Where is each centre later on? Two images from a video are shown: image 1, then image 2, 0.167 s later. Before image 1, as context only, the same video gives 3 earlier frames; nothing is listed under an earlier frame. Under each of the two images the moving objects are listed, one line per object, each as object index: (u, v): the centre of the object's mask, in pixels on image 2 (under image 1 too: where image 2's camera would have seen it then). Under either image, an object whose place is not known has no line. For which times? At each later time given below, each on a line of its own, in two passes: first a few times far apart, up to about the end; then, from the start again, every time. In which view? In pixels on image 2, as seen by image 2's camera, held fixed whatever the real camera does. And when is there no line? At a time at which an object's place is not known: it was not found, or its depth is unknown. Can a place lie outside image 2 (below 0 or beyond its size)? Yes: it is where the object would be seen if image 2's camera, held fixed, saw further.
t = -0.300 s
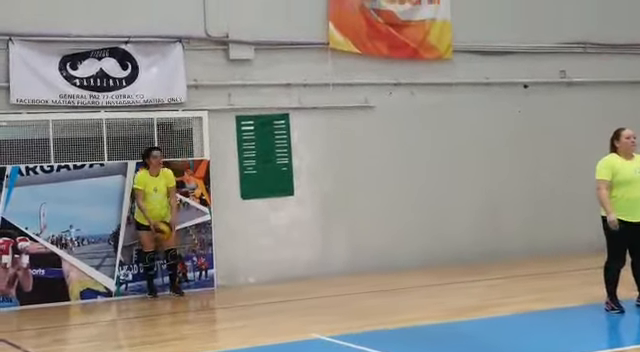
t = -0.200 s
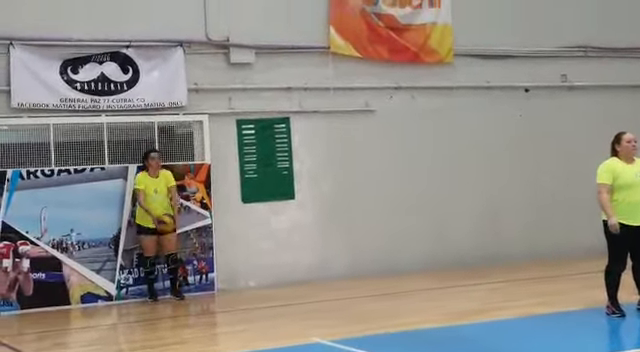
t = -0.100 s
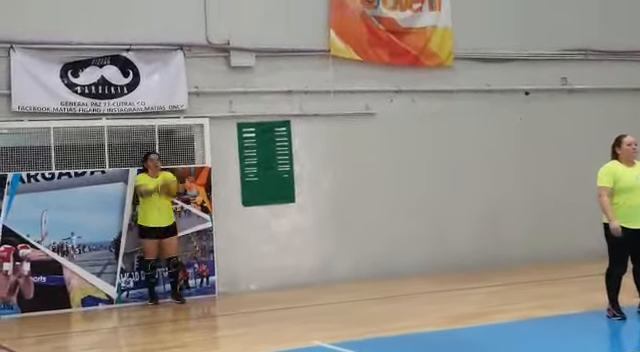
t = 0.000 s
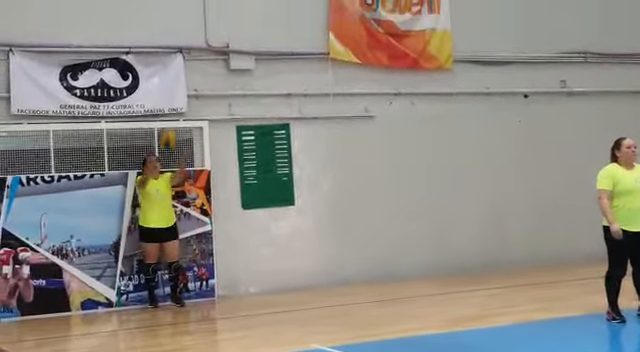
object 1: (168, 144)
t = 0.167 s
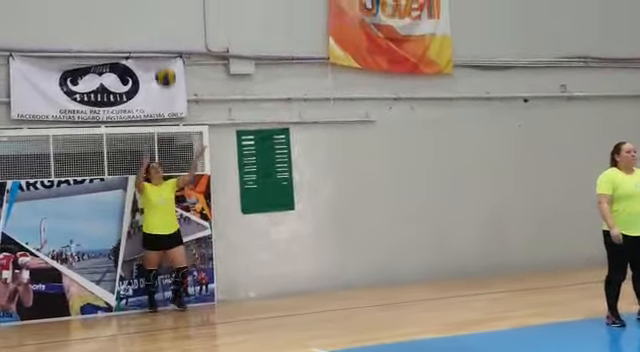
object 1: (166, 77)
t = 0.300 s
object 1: (163, 42)
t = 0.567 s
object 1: (163, 19)
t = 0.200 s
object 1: (165, 67)
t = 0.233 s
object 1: (164, 58)
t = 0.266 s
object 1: (164, 50)
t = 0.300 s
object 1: (163, 42)
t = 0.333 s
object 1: (163, 36)
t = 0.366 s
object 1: (163, 31)
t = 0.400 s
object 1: (163, 26)
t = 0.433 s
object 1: (163, 22)
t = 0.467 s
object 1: (163, 20)
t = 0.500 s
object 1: (162, 19)
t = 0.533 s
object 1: (163, 18)
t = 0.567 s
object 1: (163, 19)
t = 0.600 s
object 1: (163, 21)
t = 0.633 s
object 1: (163, 24)
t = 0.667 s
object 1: (163, 28)
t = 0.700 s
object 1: (163, 33)
